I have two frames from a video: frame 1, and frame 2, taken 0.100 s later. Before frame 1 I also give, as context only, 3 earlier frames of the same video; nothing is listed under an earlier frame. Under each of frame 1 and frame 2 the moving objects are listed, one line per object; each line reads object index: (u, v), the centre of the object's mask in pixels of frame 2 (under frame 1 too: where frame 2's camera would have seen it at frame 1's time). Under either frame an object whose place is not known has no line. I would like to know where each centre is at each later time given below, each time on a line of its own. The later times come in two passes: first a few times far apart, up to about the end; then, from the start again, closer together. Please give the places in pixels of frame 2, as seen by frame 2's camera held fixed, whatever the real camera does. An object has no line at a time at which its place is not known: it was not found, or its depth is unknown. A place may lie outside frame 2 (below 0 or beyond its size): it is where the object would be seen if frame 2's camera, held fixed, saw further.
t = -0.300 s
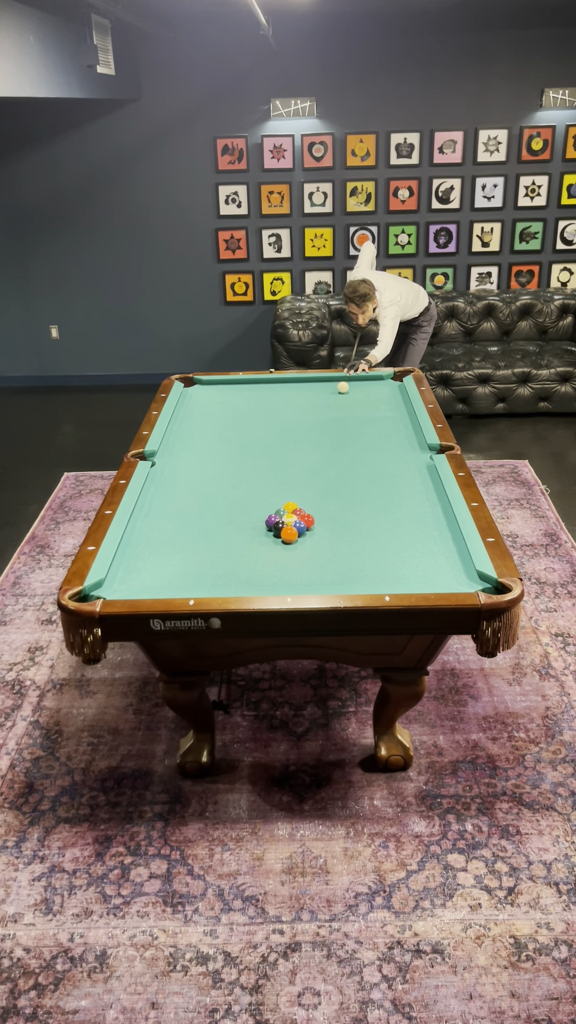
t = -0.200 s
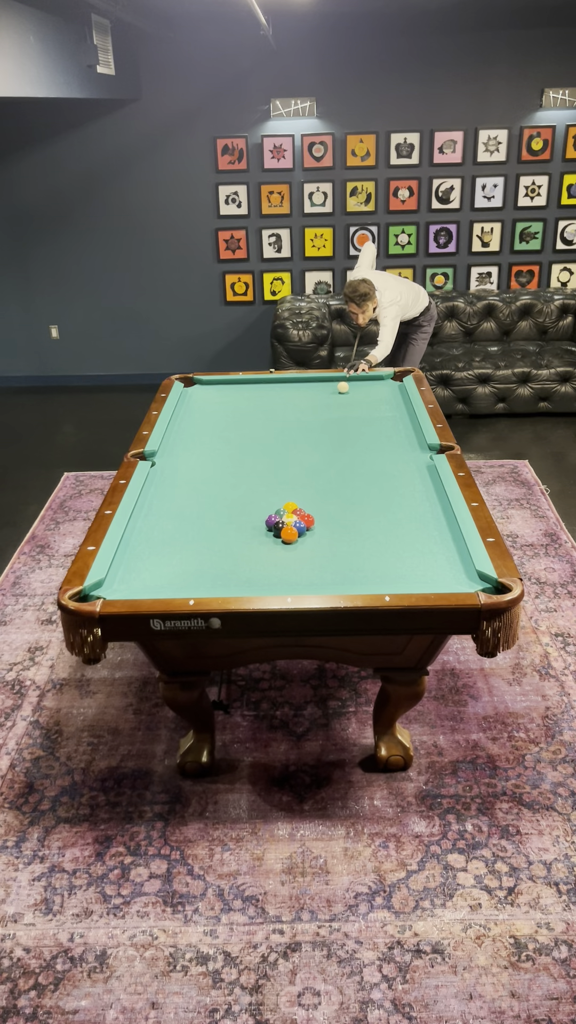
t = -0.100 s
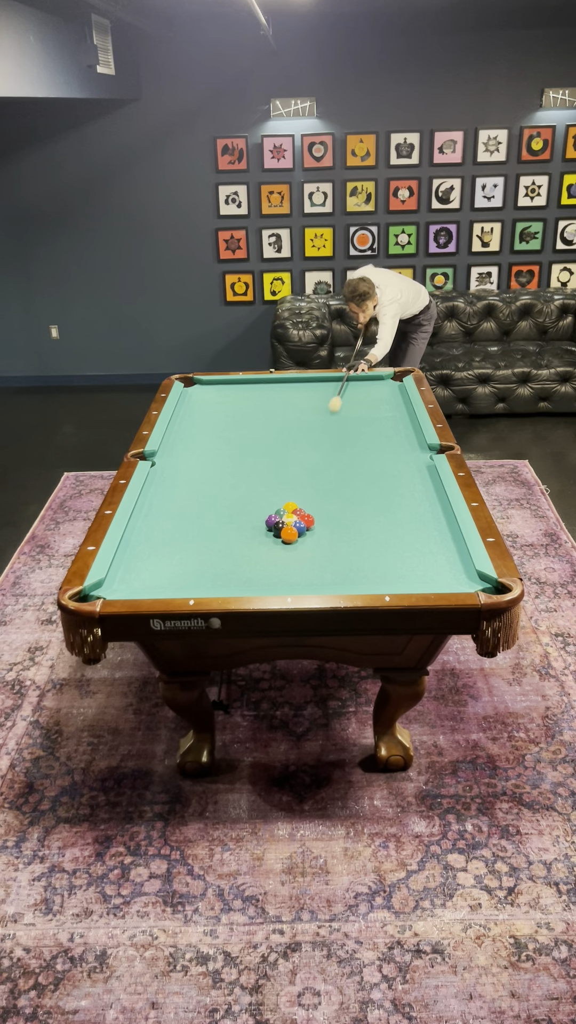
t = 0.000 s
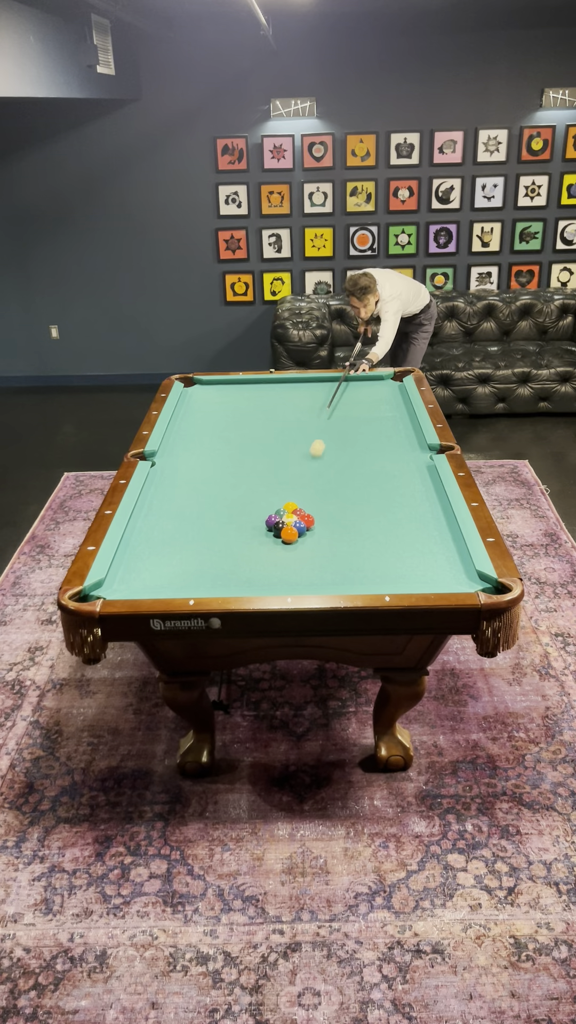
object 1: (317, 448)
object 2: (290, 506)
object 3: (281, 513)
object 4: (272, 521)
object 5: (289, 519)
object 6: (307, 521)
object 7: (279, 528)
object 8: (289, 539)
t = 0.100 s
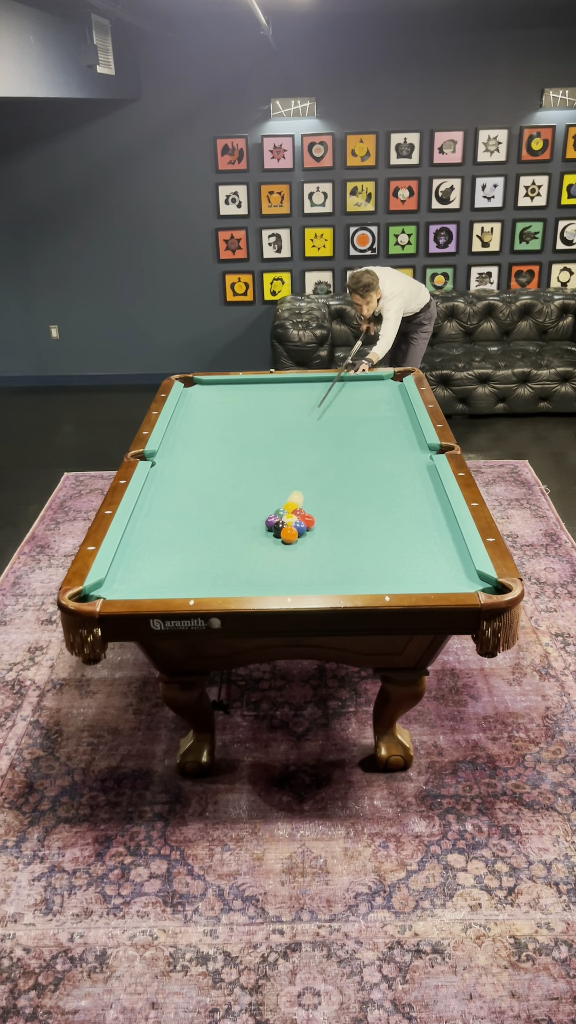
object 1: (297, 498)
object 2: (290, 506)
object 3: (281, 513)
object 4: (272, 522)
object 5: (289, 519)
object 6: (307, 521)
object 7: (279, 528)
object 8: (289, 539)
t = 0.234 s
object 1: (308, 496)
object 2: (277, 507)
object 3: (251, 509)
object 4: (180, 547)
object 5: (291, 523)
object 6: (374, 537)
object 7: (285, 536)
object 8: (281, 562)
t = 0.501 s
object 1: (326, 489)
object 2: (254, 502)
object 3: (203, 498)
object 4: (189, 571)
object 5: (292, 529)
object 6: (440, 562)
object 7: (295, 551)
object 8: (272, 570)
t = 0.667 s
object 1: (336, 484)
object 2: (241, 499)
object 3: (175, 491)
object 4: (245, 578)
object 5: (292, 531)
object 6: (401, 574)
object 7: (300, 560)
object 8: (270, 555)
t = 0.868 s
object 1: (348, 479)
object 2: (226, 496)
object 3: (155, 483)
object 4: (312, 581)
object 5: (293, 533)
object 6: (355, 580)
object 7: (306, 570)
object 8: (269, 538)
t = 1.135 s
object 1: (362, 473)
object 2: (208, 491)
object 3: (183, 473)
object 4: (326, 579)
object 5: (293, 536)
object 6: (382, 566)
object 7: (306, 574)
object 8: (268, 517)
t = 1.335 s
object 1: (371, 468)
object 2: (196, 489)
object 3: (202, 465)
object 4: (338, 577)
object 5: (293, 537)
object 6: (402, 555)
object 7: (302, 571)
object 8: (267, 503)
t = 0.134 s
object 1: (299, 500)
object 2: (287, 508)
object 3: (274, 515)
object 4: (251, 528)
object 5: (291, 521)
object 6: (322, 525)
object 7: (281, 529)
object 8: (287, 542)
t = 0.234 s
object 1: (308, 496)
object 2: (277, 507)
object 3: (251, 509)
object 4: (180, 547)
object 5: (291, 523)
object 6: (374, 537)
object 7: (285, 536)
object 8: (281, 562)
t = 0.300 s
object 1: (312, 494)
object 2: (271, 506)
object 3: (238, 506)
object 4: (134, 559)
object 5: (291, 525)
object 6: (407, 544)
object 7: (288, 540)
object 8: (277, 573)
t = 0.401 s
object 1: (320, 491)
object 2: (263, 504)
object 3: (220, 502)
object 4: (151, 567)
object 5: (291, 527)
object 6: (453, 555)
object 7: (291, 546)
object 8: (273, 580)
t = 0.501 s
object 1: (326, 489)
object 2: (254, 502)
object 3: (203, 498)
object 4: (189, 571)
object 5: (292, 529)
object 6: (440, 562)
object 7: (295, 551)
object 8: (272, 570)
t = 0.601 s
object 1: (332, 486)
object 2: (246, 500)
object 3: (186, 494)
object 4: (223, 575)
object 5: (292, 530)
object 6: (416, 569)
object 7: (298, 556)
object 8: (271, 560)
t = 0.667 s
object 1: (336, 484)
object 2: (241, 499)
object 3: (175, 491)
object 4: (245, 578)
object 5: (292, 531)
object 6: (401, 574)
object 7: (300, 560)
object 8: (270, 555)
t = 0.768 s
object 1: (342, 481)
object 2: (233, 498)
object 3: (159, 487)
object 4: (279, 580)
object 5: (292, 533)
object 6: (378, 578)
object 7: (303, 565)
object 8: (270, 546)
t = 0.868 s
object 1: (348, 479)
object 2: (226, 496)
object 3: (155, 483)
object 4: (312, 581)
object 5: (293, 533)
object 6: (355, 580)
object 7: (306, 570)
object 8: (269, 538)
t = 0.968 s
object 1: (353, 476)
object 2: (219, 494)
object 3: (166, 479)
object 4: (318, 581)
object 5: (293, 534)
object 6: (358, 576)
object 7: (307, 575)
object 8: (268, 529)
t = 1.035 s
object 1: (357, 475)
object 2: (214, 493)
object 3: (173, 477)
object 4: (320, 580)
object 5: (293, 535)
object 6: (370, 572)
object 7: (307, 575)
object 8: (268, 525)
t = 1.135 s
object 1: (362, 473)
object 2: (208, 491)
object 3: (183, 473)
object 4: (326, 579)
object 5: (293, 536)
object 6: (382, 566)
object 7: (306, 574)
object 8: (268, 517)
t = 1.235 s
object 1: (367, 471)
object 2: (202, 490)
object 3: (193, 469)
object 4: (332, 578)
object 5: (293, 536)
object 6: (392, 561)
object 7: (304, 572)
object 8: (268, 510)
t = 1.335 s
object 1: (371, 468)
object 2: (196, 489)
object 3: (202, 465)
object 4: (338, 577)
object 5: (293, 537)
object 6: (402, 555)
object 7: (302, 571)
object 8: (267, 503)
